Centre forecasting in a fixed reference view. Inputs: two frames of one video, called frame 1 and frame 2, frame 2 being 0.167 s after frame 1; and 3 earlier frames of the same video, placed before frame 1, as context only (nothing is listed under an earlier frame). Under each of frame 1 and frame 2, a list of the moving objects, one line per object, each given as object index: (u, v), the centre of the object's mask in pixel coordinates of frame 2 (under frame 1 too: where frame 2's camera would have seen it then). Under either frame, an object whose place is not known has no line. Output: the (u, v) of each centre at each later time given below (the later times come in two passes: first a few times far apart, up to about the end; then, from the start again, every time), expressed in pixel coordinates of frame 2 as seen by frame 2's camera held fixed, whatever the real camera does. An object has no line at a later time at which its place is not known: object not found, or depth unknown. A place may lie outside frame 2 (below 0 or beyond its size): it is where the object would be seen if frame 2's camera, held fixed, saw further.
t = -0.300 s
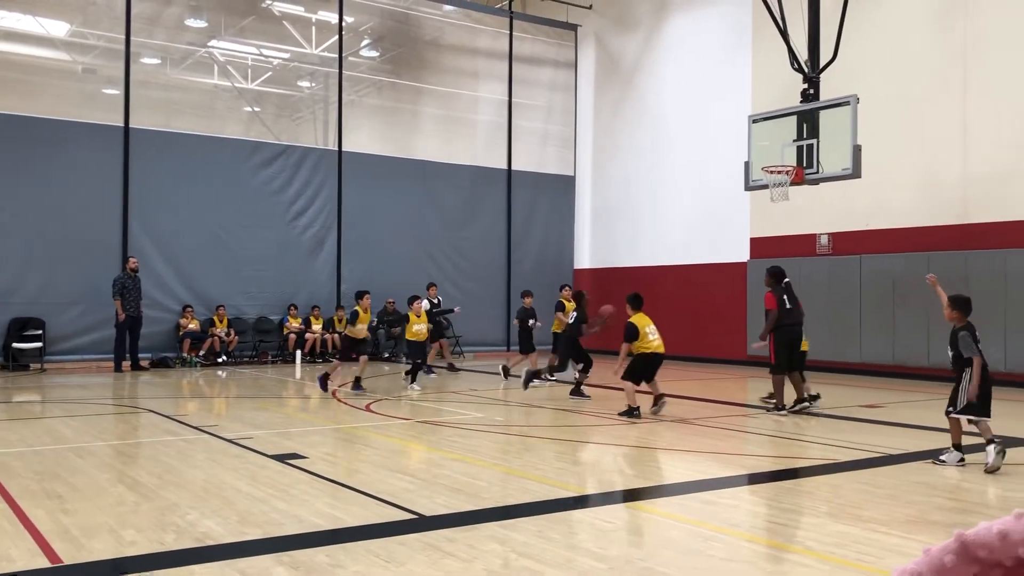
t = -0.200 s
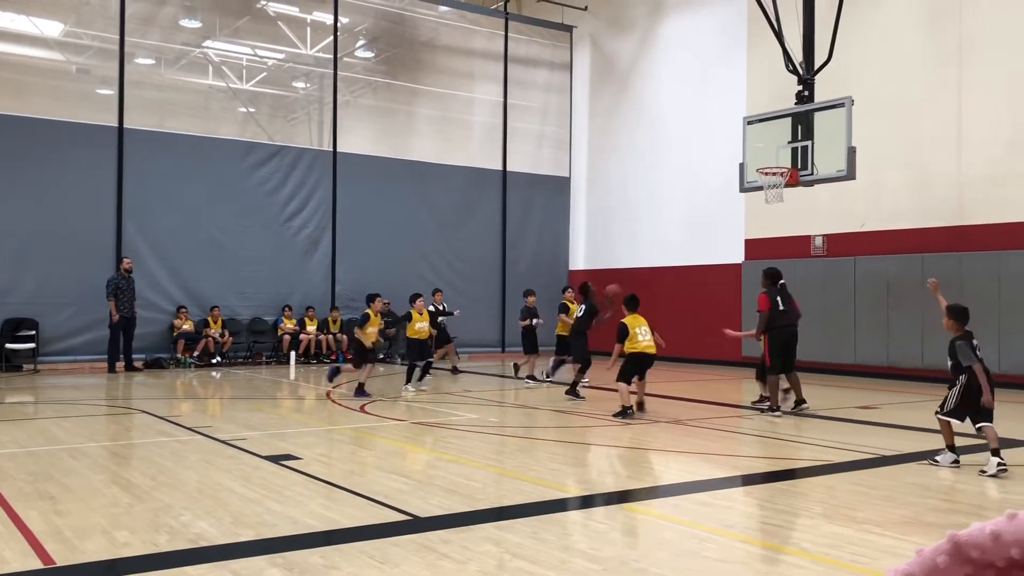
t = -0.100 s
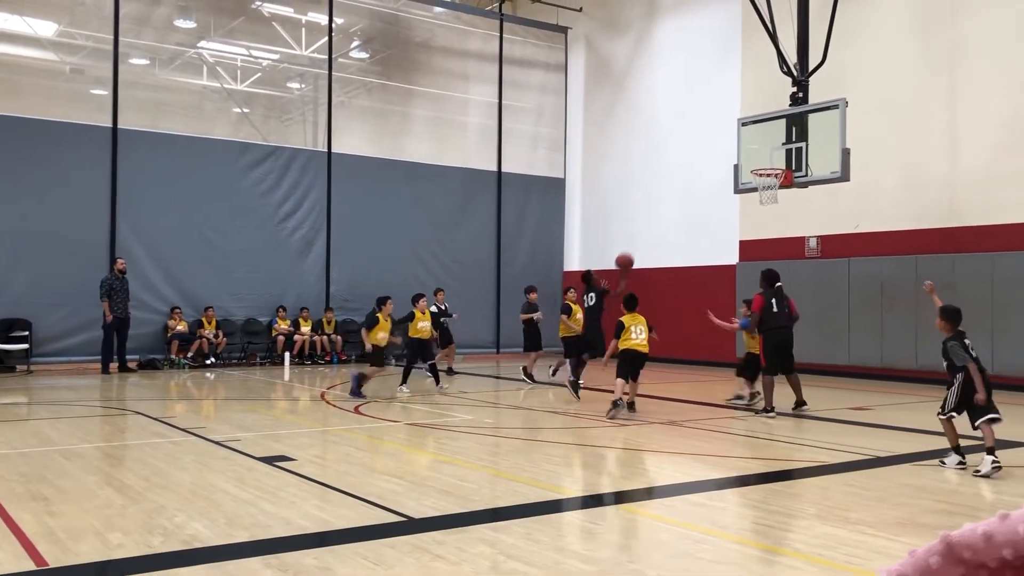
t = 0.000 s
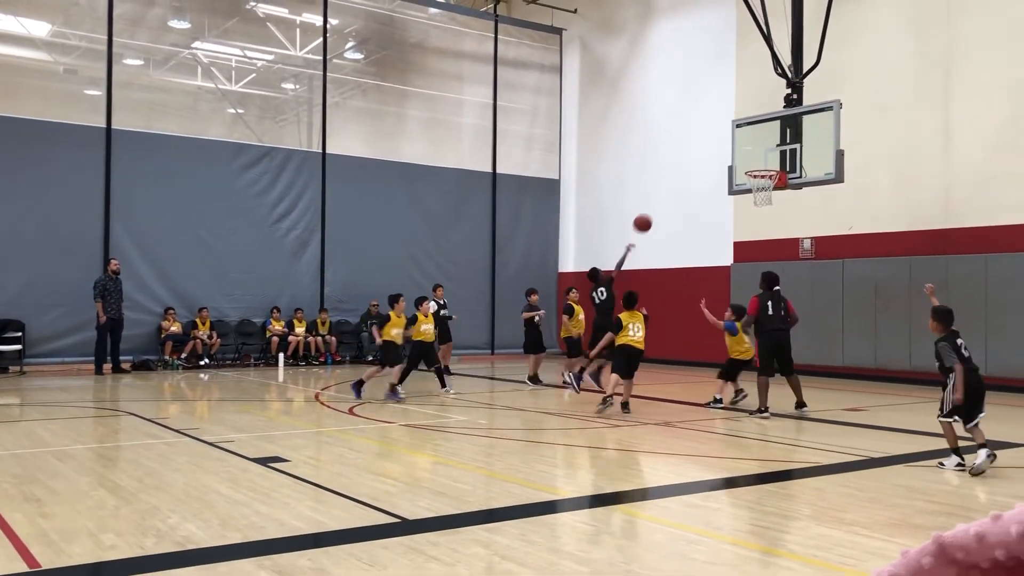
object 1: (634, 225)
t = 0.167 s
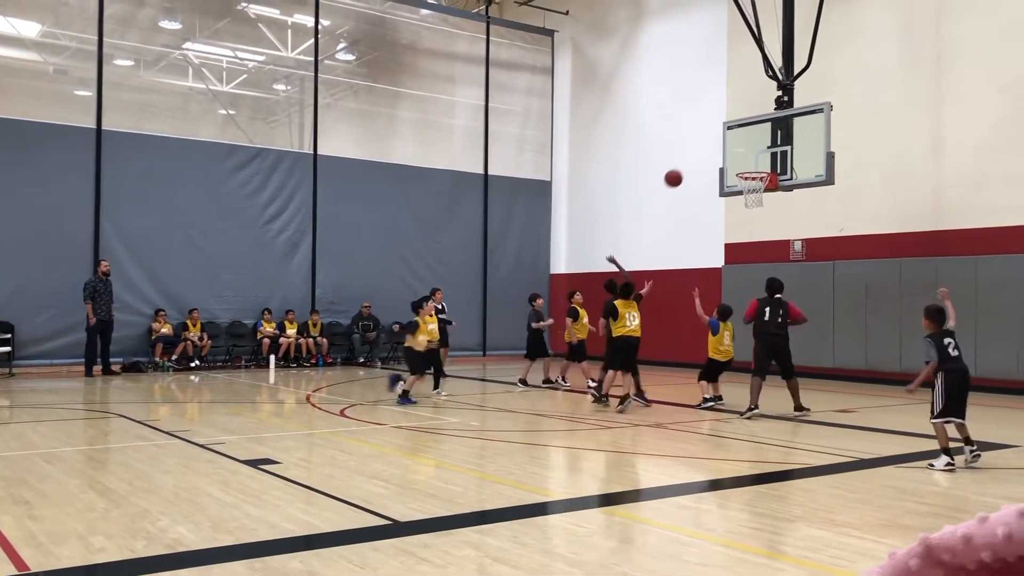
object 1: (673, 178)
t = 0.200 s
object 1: (681, 172)
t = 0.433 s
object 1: (730, 151)
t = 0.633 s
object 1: (768, 164)
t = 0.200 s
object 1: (681, 172)
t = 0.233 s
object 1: (688, 166)
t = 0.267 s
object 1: (695, 162)
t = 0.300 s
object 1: (702, 158)
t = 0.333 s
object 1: (709, 155)
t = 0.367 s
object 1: (716, 153)
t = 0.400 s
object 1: (723, 152)
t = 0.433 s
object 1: (730, 151)
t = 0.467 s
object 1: (736, 151)
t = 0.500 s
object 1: (743, 152)
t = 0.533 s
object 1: (749, 154)
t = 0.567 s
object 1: (755, 157)
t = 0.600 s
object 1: (761, 160)
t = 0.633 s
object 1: (768, 164)
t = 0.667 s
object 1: (772, 164)
